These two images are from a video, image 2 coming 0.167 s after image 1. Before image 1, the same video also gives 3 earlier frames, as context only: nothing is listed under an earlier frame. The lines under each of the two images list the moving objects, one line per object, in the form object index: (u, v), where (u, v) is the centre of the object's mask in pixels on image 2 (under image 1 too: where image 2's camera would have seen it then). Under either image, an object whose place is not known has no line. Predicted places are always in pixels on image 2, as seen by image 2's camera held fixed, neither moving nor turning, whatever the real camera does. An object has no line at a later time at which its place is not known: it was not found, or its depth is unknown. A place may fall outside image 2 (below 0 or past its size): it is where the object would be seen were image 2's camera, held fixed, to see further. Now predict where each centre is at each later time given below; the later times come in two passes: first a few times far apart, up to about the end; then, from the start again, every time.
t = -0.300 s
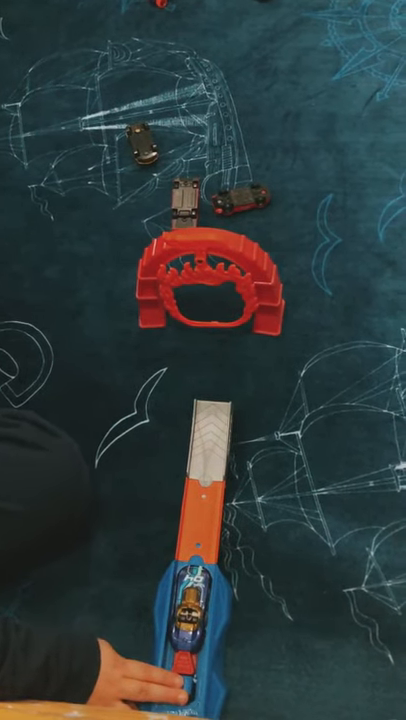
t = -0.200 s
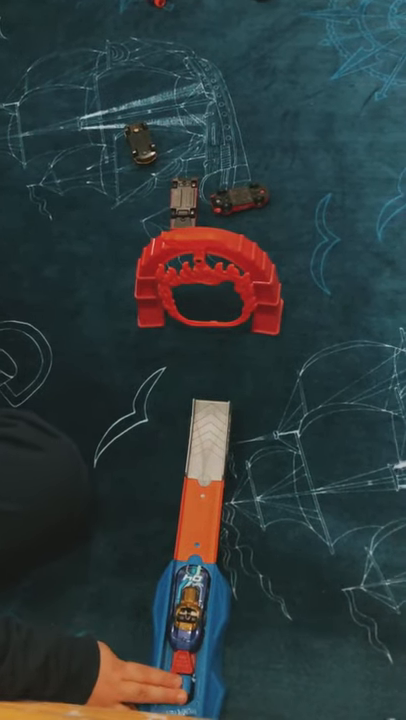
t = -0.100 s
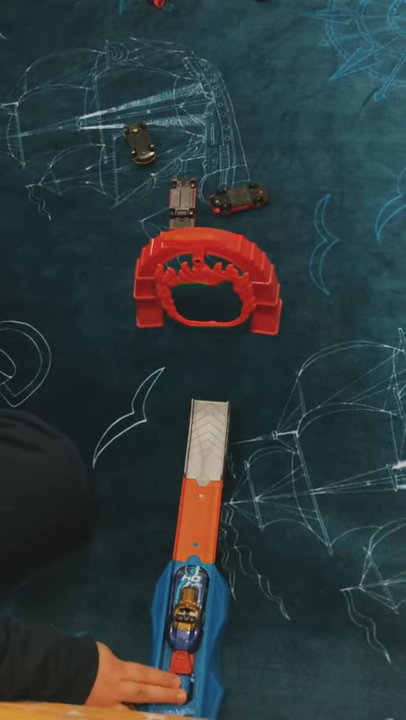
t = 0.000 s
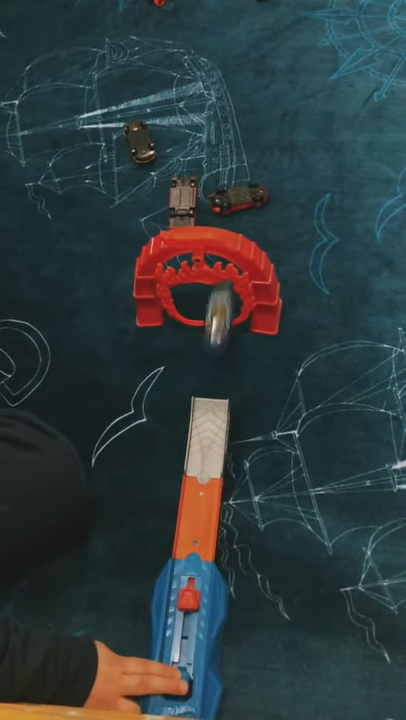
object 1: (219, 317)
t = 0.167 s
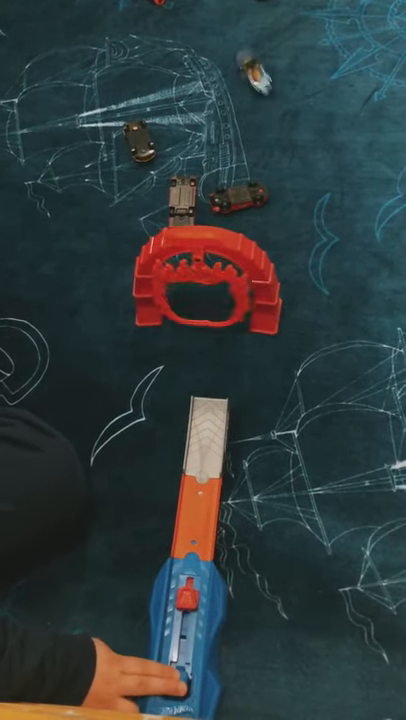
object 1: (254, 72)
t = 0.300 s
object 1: (253, 48)
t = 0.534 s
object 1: (253, 48)
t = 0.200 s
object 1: (259, 58)
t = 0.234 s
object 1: (256, 50)
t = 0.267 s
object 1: (254, 46)
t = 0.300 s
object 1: (253, 48)
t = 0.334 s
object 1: (253, 47)
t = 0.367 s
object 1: (253, 48)
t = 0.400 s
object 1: (253, 48)
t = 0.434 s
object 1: (253, 48)
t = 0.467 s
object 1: (253, 48)
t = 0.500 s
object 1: (253, 48)
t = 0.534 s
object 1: (253, 48)
